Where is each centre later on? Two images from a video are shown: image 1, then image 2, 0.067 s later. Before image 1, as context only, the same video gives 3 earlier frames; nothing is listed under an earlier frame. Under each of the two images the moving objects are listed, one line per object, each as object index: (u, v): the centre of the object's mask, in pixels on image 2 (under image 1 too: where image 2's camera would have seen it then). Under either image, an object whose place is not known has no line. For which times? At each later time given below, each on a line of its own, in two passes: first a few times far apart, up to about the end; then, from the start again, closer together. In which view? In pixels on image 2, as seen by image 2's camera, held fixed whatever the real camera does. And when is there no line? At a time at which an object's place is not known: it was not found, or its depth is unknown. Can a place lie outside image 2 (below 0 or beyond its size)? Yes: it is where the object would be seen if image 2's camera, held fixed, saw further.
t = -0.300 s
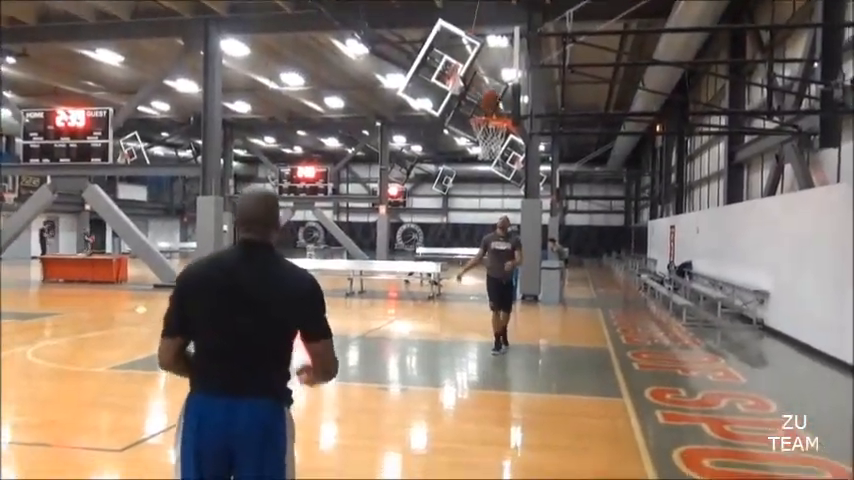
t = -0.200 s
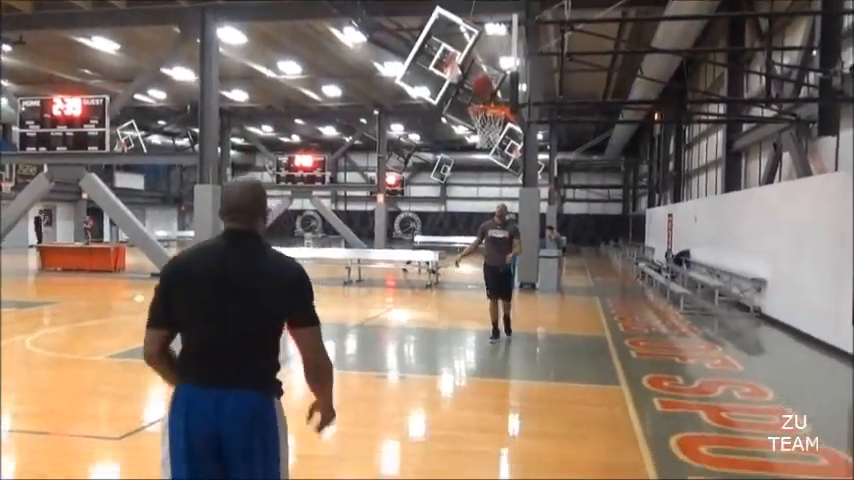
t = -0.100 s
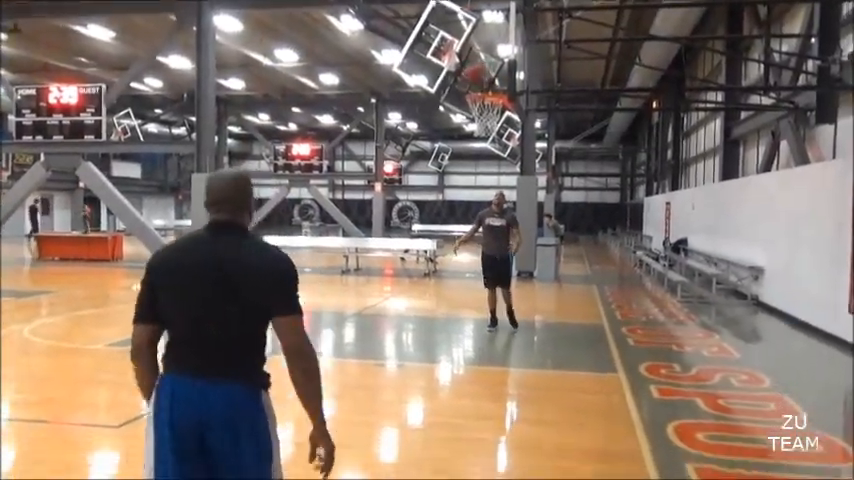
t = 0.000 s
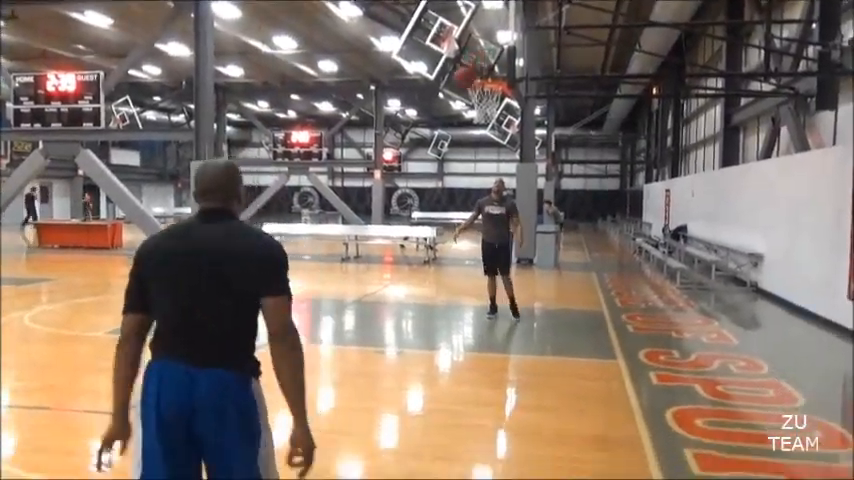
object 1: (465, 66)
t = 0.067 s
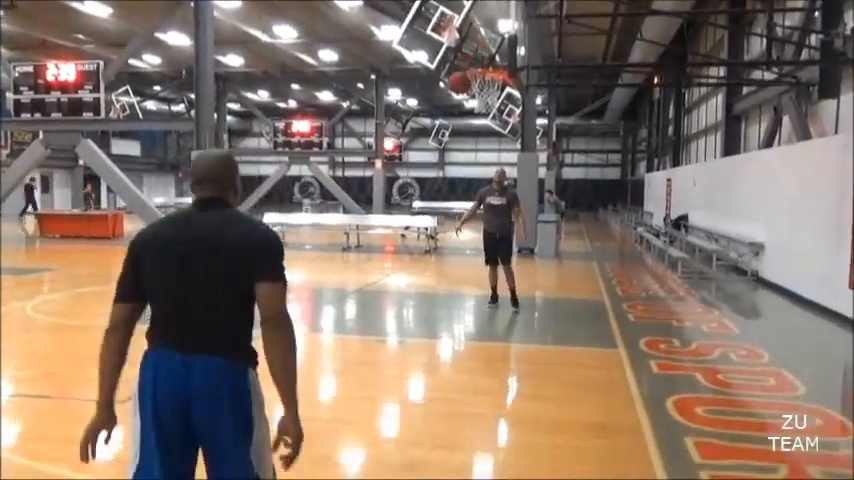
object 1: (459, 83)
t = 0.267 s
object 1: (442, 157)
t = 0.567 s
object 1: (414, 338)
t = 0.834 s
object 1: (414, 212)
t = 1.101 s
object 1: (415, 153)
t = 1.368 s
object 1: (415, 180)
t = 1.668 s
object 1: (411, 347)
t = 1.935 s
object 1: (411, 322)
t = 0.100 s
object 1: (457, 90)
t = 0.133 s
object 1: (453, 104)
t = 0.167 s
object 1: (451, 113)
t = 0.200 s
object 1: (448, 127)
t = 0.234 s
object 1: (446, 142)
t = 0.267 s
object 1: (442, 157)
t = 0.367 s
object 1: (433, 213)
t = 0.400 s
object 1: (430, 235)
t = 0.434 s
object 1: (426, 258)
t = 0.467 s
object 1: (423, 285)
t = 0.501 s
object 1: (419, 312)
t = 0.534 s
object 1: (415, 341)
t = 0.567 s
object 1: (414, 338)
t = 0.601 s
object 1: (415, 320)
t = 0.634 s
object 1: (415, 302)
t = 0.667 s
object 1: (415, 285)
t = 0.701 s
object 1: (415, 268)
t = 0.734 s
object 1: (415, 252)
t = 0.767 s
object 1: (415, 238)
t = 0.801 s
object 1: (414, 226)
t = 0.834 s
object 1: (414, 212)
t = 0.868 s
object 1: (414, 201)
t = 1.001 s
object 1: (415, 165)
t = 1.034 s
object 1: (414, 161)
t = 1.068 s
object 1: (414, 157)
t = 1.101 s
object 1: (415, 153)
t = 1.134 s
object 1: (414, 151)
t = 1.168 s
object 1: (414, 151)
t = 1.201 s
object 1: (414, 151)
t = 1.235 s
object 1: (414, 154)
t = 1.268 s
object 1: (414, 158)
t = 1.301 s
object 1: (414, 164)
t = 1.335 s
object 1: (414, 171)
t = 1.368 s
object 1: (415, 180)
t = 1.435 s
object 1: (413, 205)
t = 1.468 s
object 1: (413, 216)
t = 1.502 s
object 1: (413, 233)
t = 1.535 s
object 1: (413, 251)
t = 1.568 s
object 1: (412, 273)
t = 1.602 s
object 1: (412, 295)
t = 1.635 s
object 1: (412, 319)
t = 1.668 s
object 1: (411, 347)
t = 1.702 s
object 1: (410, 373)
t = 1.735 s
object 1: (410, 405)
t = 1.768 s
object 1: (410, 406)
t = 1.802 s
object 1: (410, 388)
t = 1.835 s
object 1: (410, 369)
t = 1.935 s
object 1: (411, 322)
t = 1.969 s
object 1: (411, 309)
